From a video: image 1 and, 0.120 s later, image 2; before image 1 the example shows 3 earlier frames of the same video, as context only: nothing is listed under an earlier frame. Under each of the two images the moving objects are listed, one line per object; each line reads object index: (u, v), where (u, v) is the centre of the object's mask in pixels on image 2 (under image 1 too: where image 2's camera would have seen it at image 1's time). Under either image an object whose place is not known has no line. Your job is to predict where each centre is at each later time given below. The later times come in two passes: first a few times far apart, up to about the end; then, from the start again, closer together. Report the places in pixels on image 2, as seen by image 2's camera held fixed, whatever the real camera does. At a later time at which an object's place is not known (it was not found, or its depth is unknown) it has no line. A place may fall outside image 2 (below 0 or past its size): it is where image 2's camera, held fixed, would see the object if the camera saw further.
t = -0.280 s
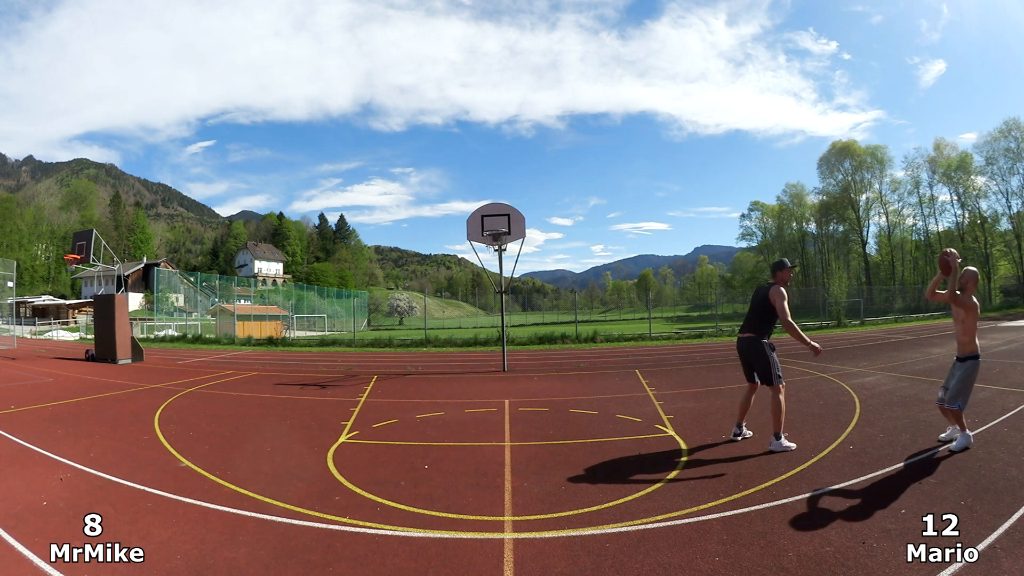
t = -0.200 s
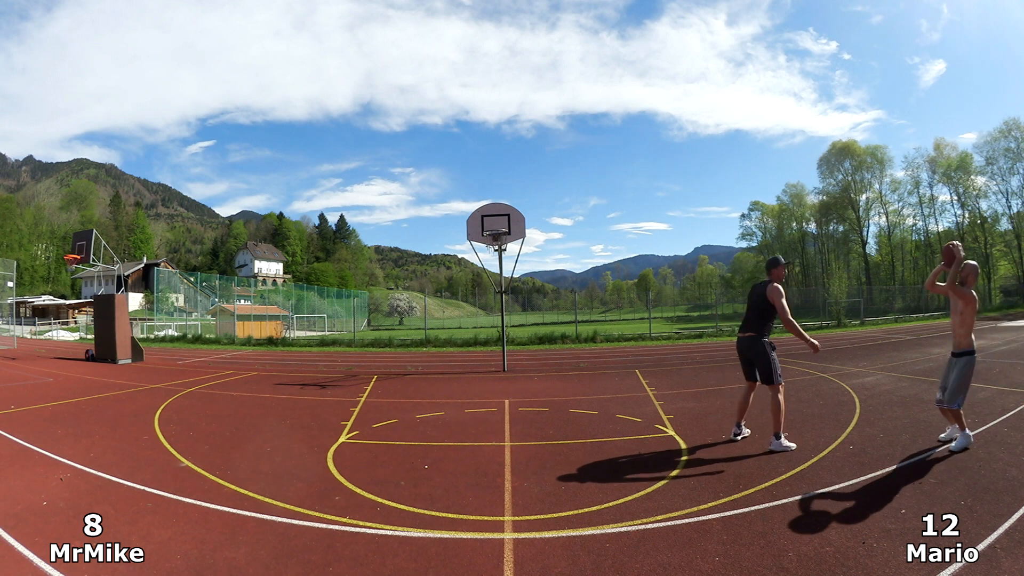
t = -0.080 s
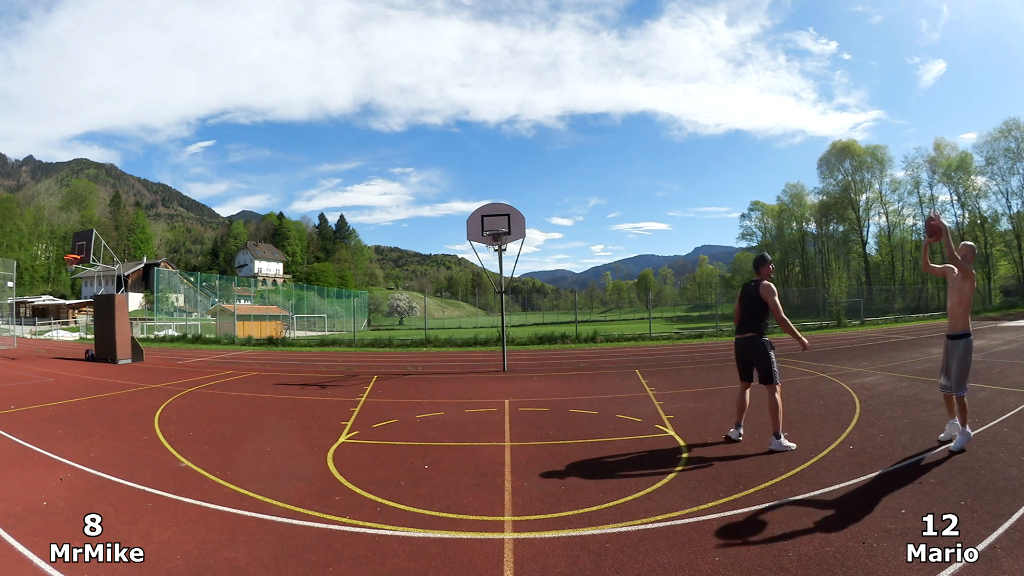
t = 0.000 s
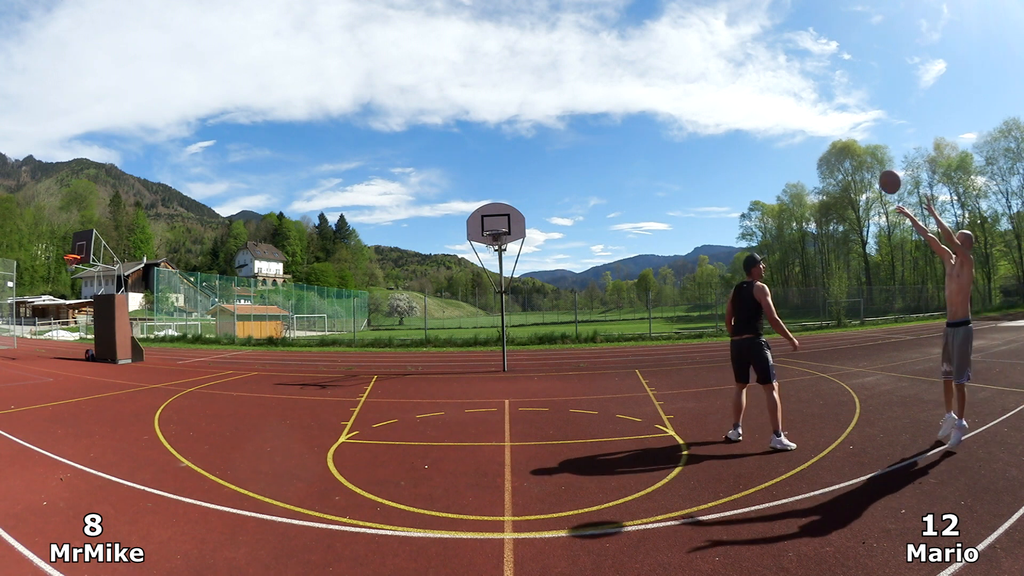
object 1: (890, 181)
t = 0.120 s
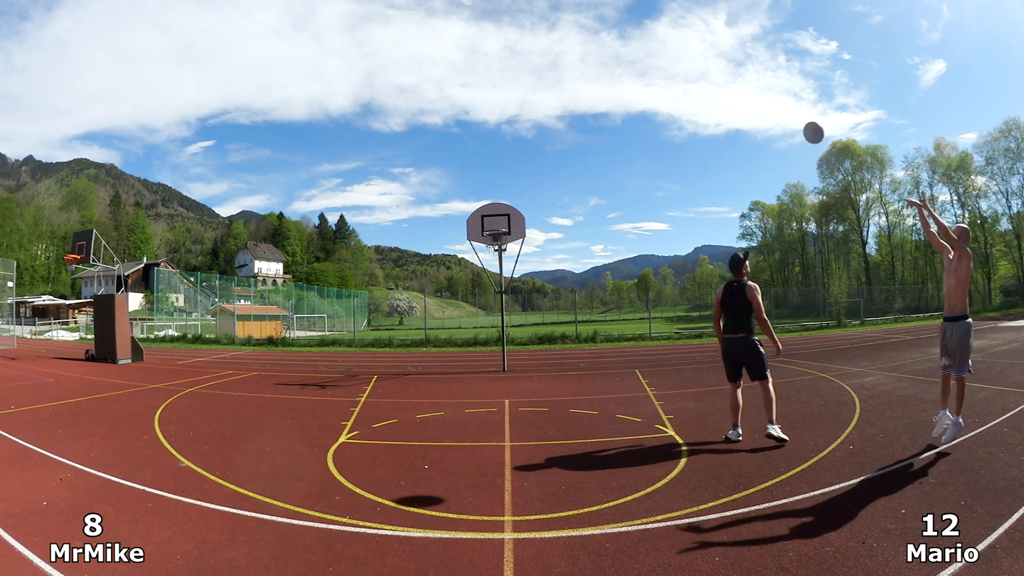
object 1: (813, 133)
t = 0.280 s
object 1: (727, 102)
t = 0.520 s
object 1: (632, 106)
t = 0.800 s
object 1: (557, 151)
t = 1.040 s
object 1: (513, 213)
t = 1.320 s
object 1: (542, 199)
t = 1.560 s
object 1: (587, 198)
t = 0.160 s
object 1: (790, 121)
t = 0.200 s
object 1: (768, 113)
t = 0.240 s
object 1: (747, 107)
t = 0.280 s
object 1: (727, 102)
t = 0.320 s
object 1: (708, 99)
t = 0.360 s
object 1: (691, 98)
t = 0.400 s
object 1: (675, 98)
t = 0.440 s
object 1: (659, 100)
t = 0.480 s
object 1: (645, 102)
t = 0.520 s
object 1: (632, 106)
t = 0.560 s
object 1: (619, 110)
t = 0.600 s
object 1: (607, 115)
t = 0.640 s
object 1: (596, 121)
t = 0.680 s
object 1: (586, 128)
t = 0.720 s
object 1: (576, 135)
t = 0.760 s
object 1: (566, 143)
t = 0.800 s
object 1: (557, 151)
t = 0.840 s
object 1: (549, 160)
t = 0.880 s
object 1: (541, 170)
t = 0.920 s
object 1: (533, 180)
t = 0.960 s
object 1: (526, 190)
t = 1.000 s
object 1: (519, 202)
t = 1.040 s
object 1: (513, 213)
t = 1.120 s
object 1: (510, 222)
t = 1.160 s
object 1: (516, 216)
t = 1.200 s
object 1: (522, 211)
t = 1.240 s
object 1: (529, 206)
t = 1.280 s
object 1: (535, 202)
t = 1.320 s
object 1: (542, 199)
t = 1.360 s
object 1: (549, 197)
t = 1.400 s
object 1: (556, 195)
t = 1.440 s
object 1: (564, 194)
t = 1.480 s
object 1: (571, 195)
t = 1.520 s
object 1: (579, 196)
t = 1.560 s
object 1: (587, 198)
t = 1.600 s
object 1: (596, 201)
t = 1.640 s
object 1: (604, 205)
